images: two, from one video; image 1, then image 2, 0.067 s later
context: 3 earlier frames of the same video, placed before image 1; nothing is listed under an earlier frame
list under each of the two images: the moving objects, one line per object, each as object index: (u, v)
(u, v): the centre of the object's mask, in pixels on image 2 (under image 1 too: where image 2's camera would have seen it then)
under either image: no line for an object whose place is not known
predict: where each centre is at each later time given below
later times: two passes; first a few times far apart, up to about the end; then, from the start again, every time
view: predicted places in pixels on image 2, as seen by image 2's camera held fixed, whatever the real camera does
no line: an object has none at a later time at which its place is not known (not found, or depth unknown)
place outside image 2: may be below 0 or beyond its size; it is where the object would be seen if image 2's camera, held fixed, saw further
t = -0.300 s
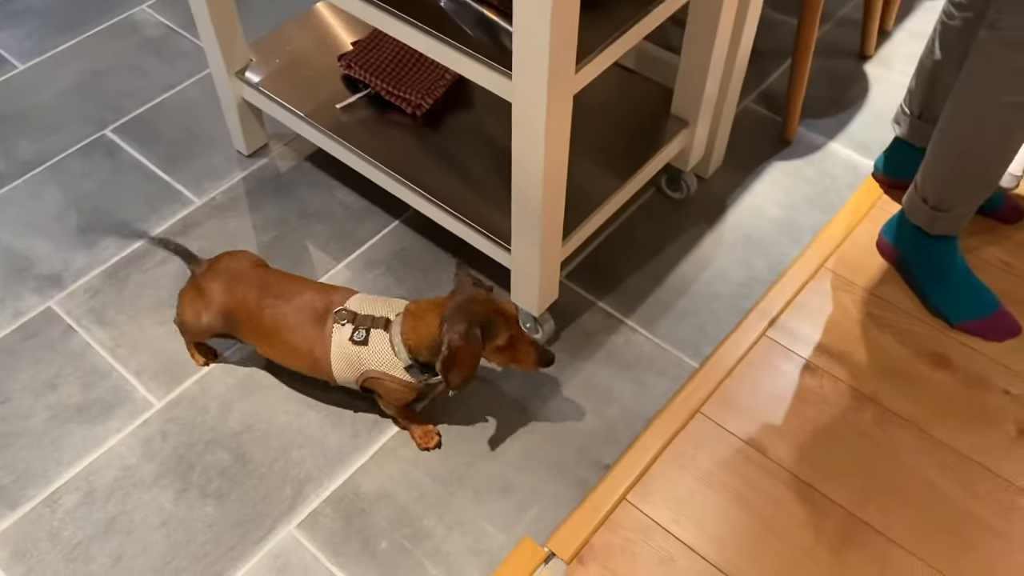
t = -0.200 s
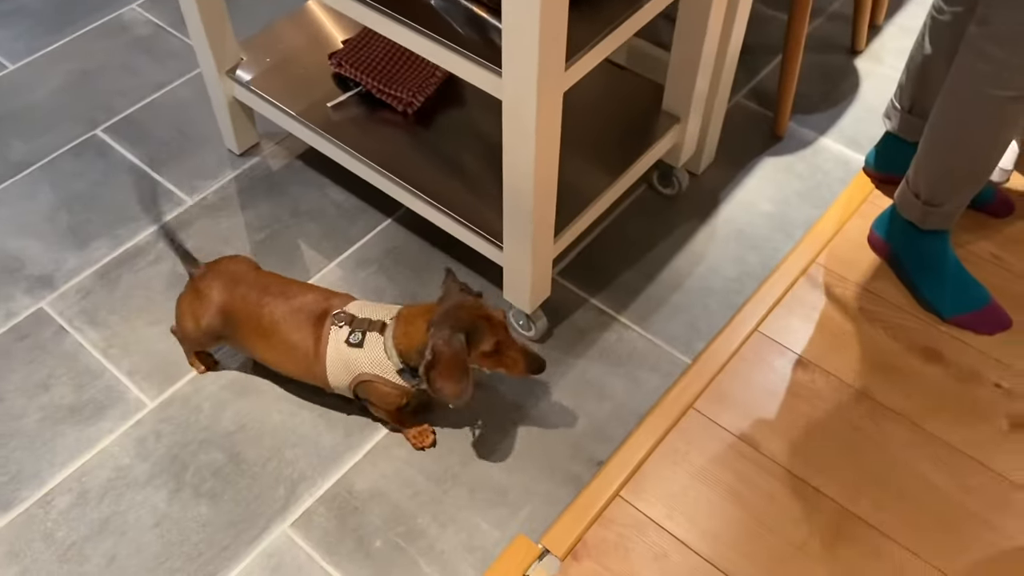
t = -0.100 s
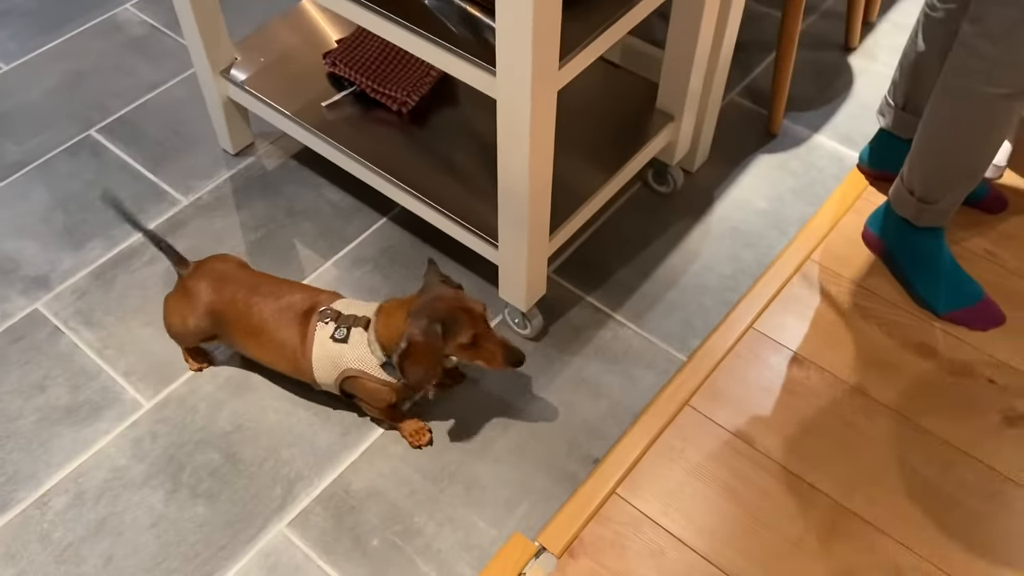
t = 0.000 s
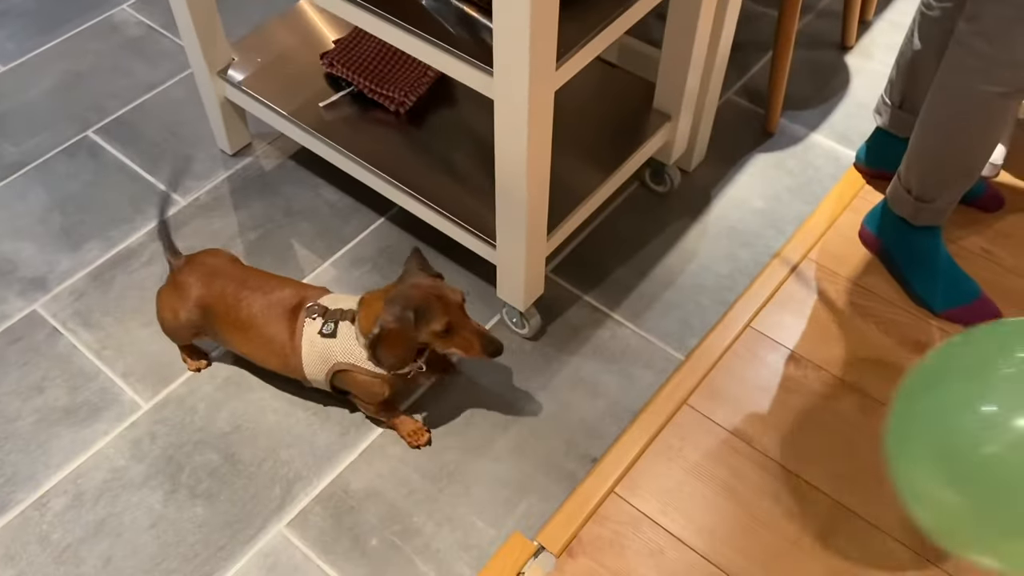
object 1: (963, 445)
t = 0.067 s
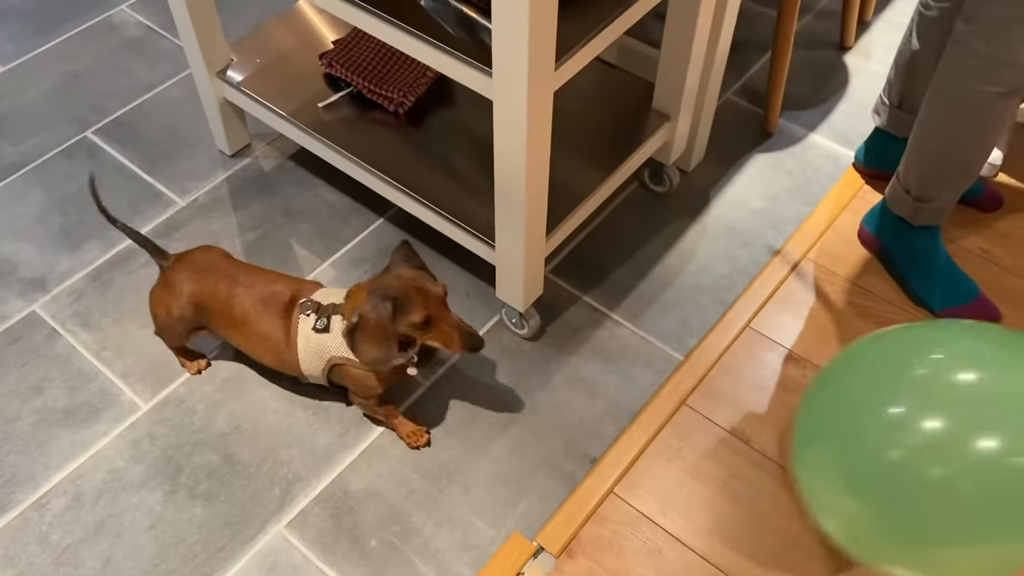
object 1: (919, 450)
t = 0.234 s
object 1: (729, 467)
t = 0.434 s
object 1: (566, 493)
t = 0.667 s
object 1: (452, 498)
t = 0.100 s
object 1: (894, 452)
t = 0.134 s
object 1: (860, 453)
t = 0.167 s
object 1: (814, 457)
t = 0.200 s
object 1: (769, 462)
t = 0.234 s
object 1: (729, 467)
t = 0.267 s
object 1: (693, 472)
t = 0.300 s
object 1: (660, 476)
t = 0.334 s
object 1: (632, 481)
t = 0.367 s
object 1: (607, 485)
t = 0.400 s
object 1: (585, 489)
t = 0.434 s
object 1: (566, 493)
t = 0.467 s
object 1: (546, 497)
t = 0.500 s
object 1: (528, 501)
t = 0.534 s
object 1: (514, 504)
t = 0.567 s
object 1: (501, 504)
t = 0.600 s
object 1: (485, 502)
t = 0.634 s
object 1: (469, 500)
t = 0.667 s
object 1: (452, 498)
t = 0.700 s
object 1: (435, 496)
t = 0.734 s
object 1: (419, 494)
